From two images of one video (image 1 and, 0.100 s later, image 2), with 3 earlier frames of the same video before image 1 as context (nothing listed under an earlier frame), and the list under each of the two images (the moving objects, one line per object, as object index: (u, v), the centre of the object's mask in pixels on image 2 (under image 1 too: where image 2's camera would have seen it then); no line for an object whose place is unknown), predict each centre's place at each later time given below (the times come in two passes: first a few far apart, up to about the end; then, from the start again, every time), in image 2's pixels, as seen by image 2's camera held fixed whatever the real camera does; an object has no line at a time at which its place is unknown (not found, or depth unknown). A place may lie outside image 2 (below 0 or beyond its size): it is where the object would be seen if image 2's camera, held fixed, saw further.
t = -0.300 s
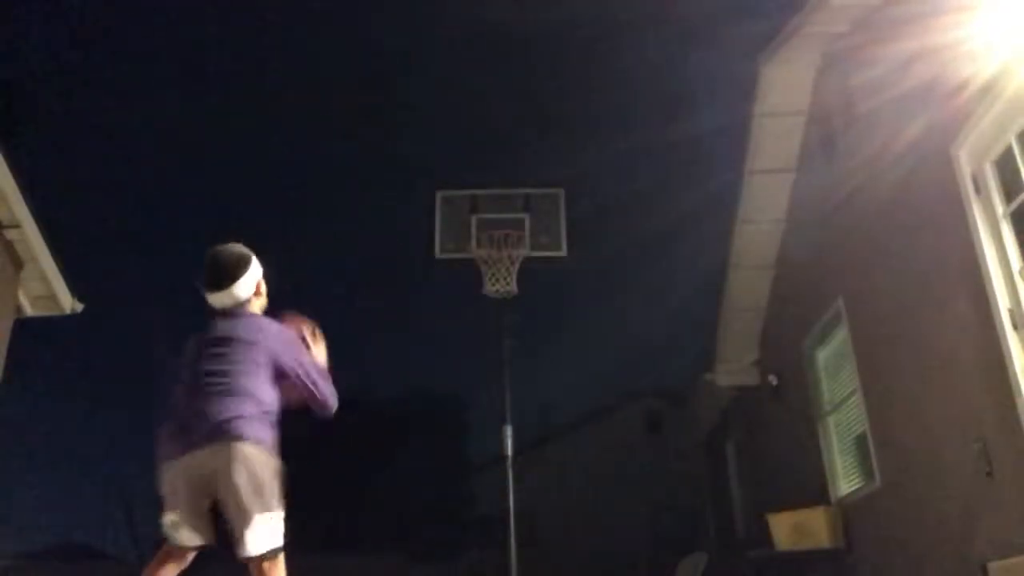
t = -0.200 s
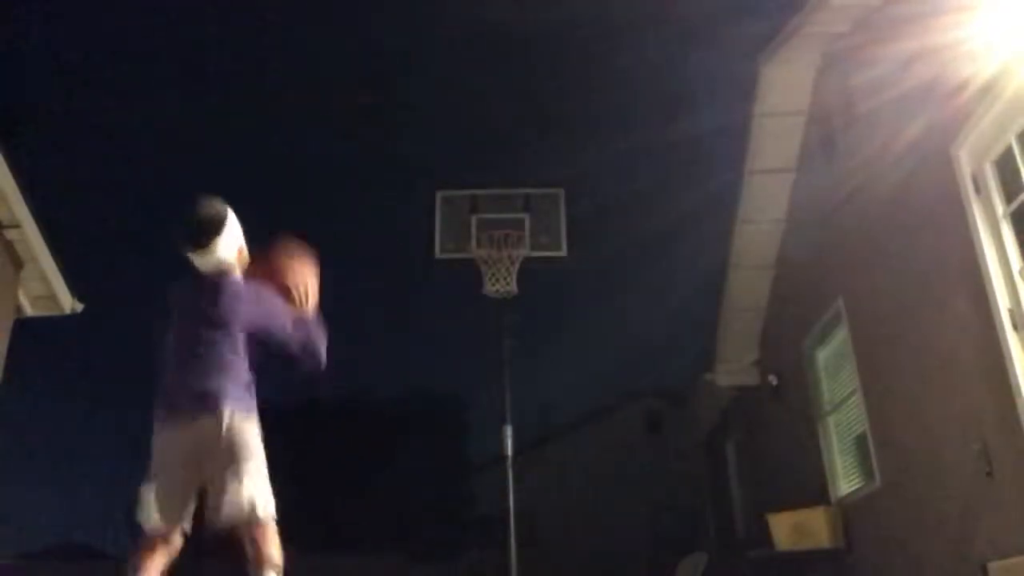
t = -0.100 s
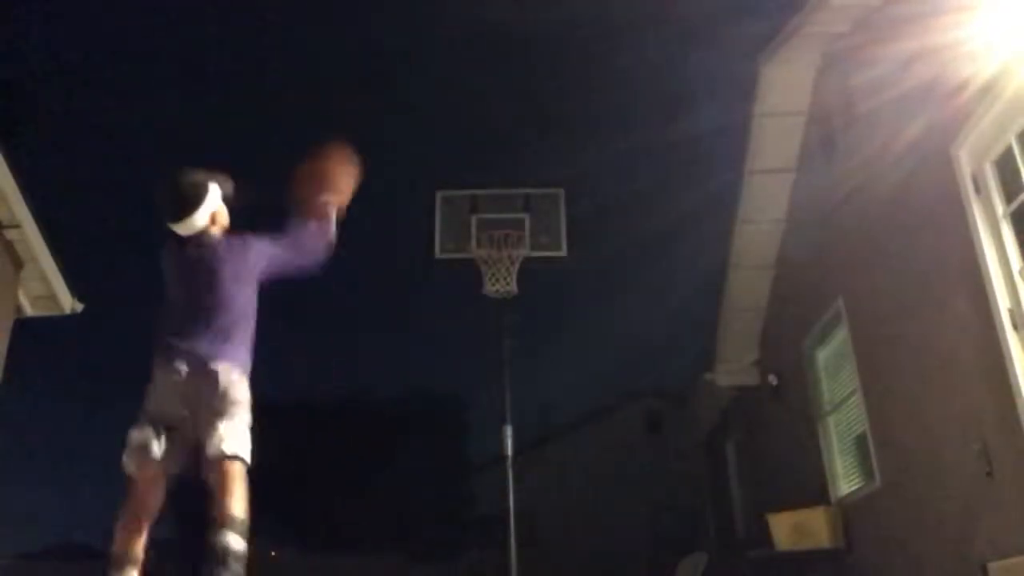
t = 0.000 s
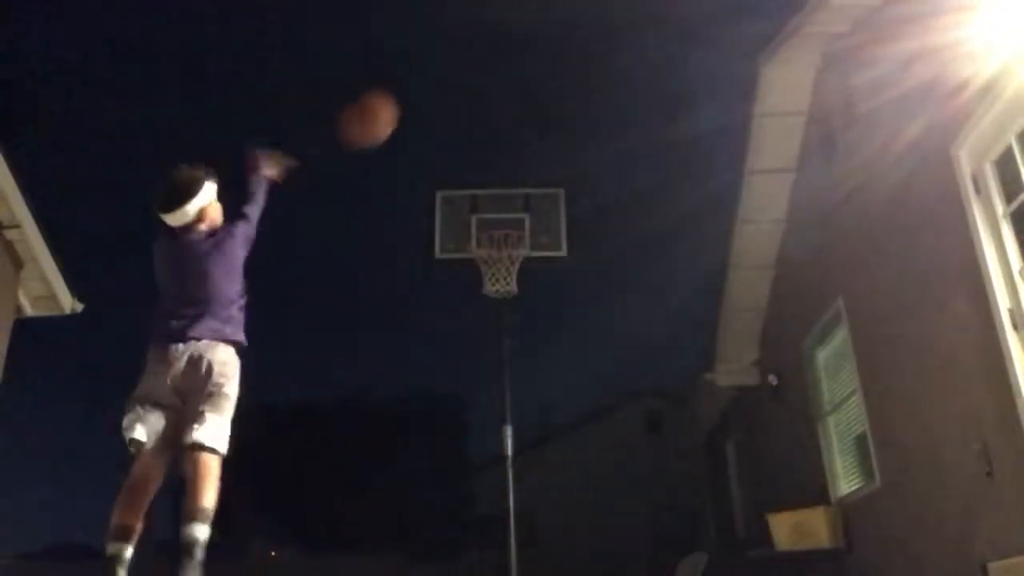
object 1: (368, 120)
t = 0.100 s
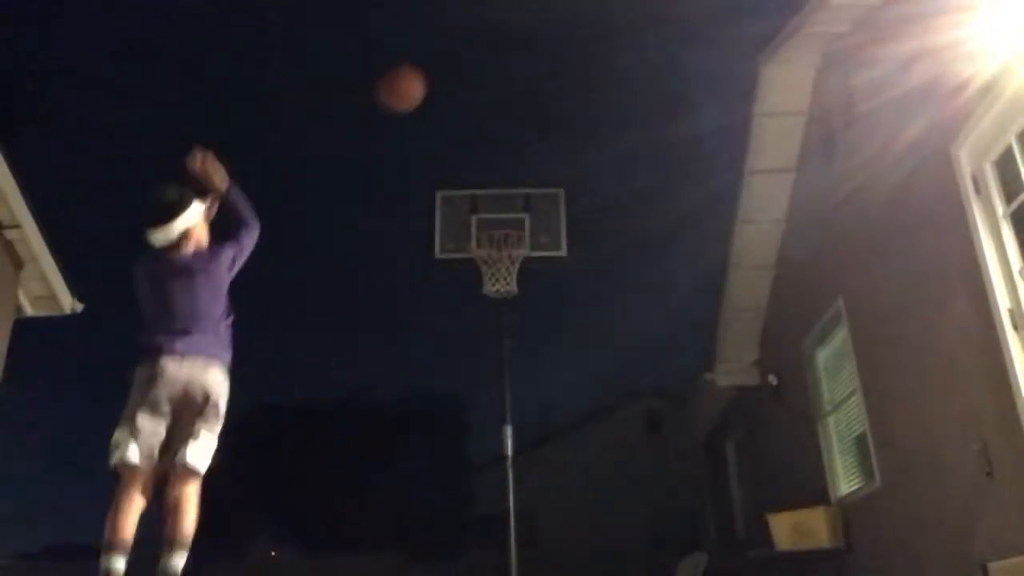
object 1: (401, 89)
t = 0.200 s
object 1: (425, 80)
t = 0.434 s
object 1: (467, 112)
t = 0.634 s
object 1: (493, 176)
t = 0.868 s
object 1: (498, 219)
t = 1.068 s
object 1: (451, 190)
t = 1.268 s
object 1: (404, 213)
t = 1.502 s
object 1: (335, 320)
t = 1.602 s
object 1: (295, 406)
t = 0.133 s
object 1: (409, 84)
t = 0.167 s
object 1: (417, 81)
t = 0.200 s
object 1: (425, 80)
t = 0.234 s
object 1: (432, 81)
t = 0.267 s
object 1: (438, 83)
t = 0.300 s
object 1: (444, 86)
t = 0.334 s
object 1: (450, 92)
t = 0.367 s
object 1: (457, 98)
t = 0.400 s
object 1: (461, 106)
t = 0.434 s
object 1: (467, 112)
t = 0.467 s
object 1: (471, 120)
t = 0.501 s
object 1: (476, 132)
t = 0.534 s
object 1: (480, 141)
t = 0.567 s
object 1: (484, 152)
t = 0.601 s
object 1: (489, 164)
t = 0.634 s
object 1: (493, 176)
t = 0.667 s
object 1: (498, 189)
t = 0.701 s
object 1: (500, 204)
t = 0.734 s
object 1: (501, 222)
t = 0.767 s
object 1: (508, 226)
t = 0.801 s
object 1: (509, 226)
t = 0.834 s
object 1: (501, 224)
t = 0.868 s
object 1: (498, 219)
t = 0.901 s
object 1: (487, 208)
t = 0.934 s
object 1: (480, 203)
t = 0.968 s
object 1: (474, 197)
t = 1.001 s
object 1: (465, 192)
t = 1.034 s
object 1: (460, 191)
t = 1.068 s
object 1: (451, 190)
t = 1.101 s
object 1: (444, 190)
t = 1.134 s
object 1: (436, 192)
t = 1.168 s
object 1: (428, 196)
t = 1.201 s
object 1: (420, 200)
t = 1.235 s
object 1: (414, 204)
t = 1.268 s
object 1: (404, 213)
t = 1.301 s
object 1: (396, 220)
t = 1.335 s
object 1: (387, 233)
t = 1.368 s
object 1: (378, 246)
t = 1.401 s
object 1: (368, 261)
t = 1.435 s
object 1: (358, 279)
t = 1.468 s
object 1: (346, 298)
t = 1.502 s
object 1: (335, 320)
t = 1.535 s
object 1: (323, 346)
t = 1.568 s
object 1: (310, 374)
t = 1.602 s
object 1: (295, 406)
